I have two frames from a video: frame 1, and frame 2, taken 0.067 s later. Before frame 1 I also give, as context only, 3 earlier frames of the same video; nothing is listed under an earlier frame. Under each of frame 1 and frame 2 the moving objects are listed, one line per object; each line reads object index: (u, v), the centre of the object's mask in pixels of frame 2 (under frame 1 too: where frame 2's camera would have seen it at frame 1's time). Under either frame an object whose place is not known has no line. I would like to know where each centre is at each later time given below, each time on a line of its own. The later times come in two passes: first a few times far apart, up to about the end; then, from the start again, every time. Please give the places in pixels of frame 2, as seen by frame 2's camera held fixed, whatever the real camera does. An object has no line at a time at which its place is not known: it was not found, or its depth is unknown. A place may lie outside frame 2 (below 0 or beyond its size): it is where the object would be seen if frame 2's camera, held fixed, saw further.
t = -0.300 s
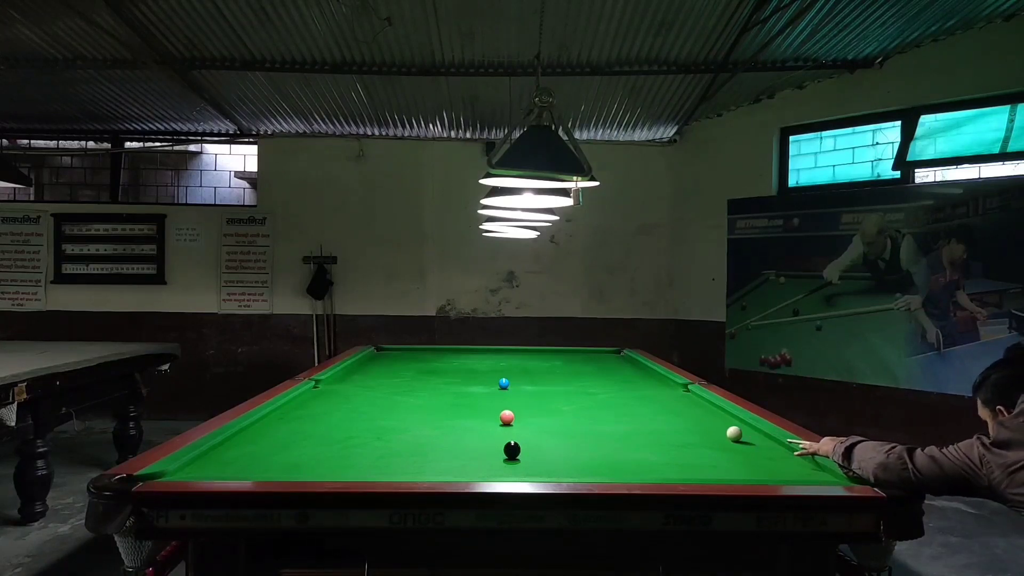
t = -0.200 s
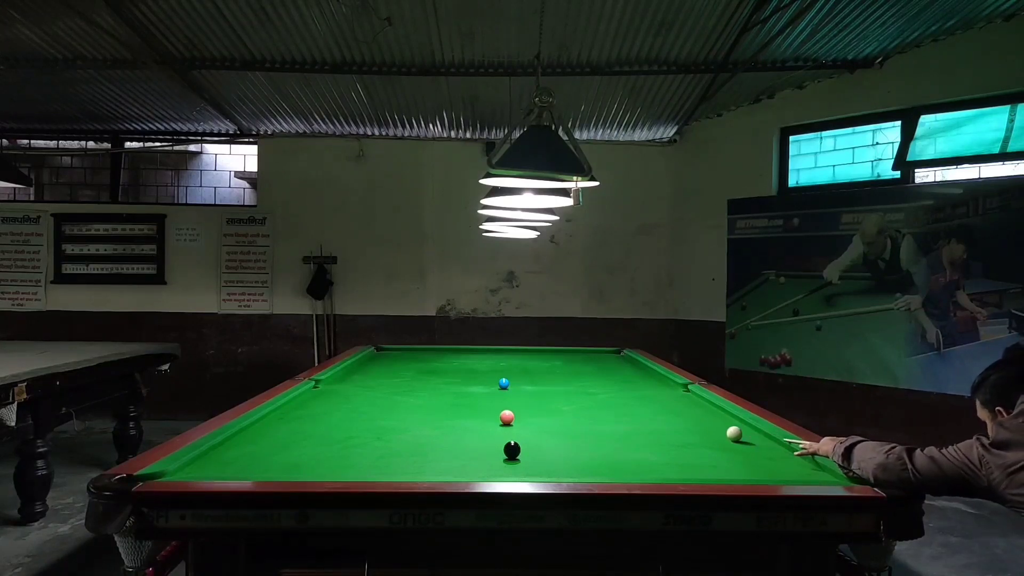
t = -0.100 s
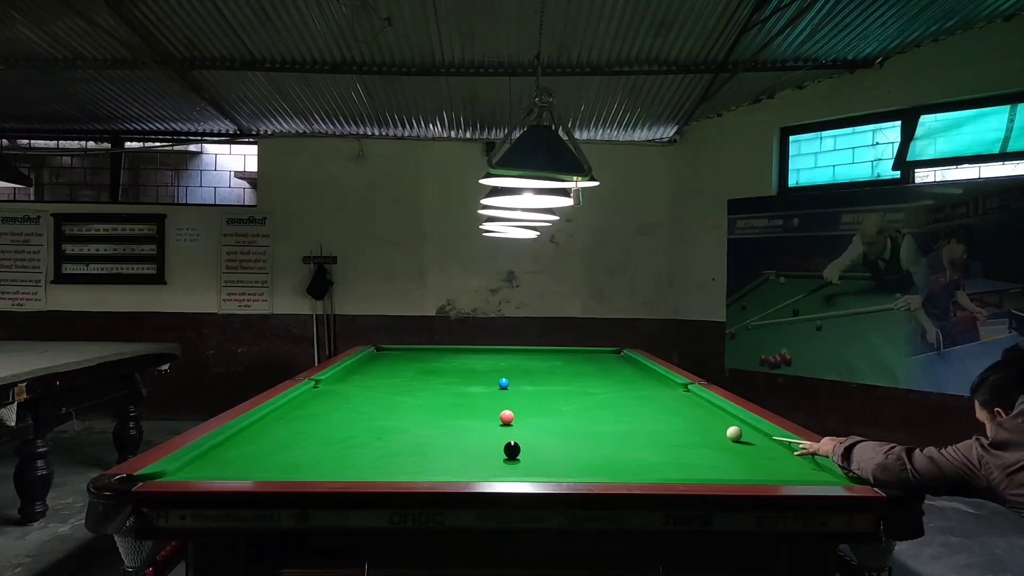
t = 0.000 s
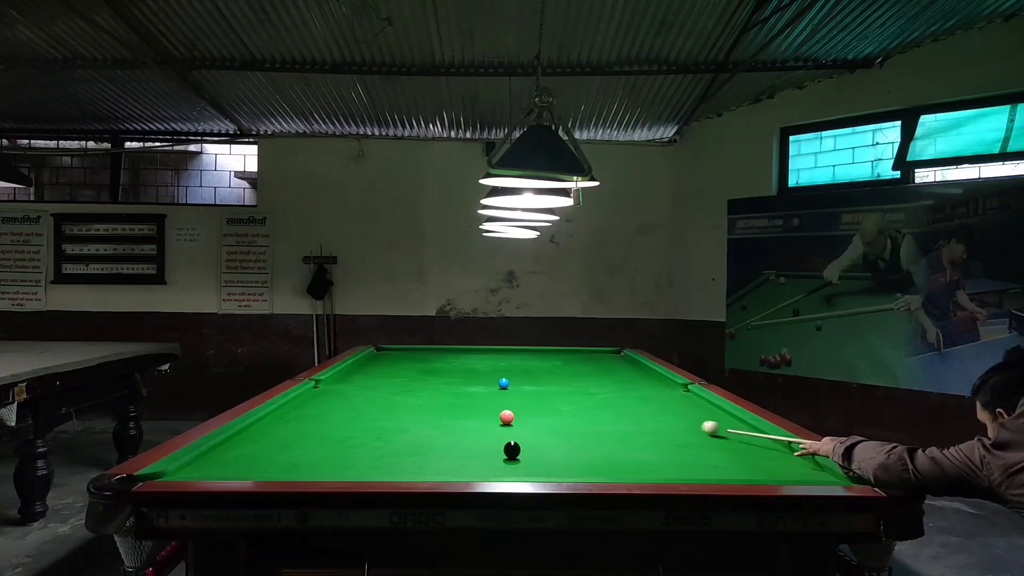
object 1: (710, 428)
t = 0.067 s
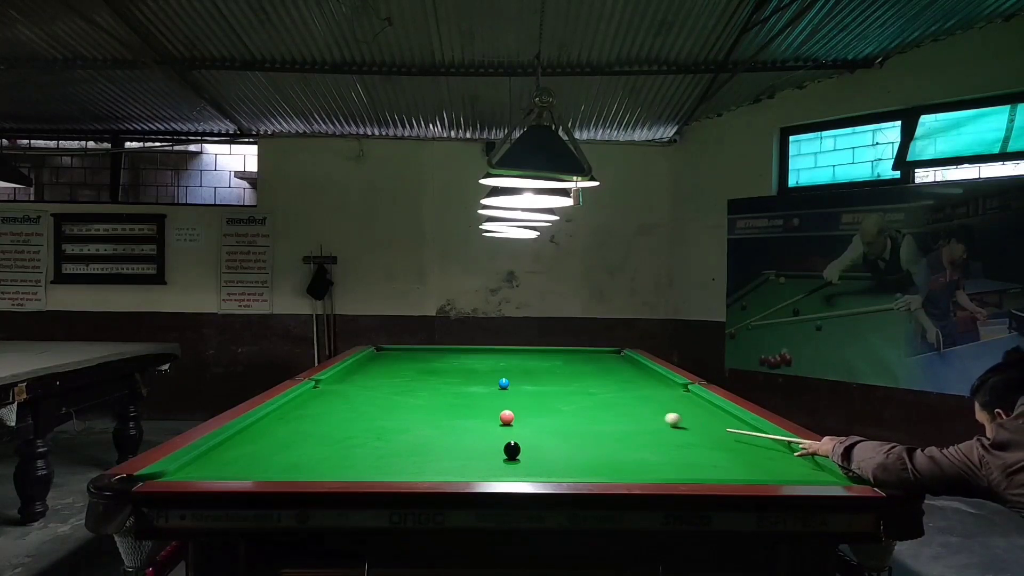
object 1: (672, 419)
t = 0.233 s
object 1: (600, 403)
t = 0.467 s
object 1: (526, 386)
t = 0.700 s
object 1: (504, 374)
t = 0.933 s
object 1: (490, 365)
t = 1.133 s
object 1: (480, 358)
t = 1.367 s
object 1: (470, 351)
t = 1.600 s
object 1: (463, 351)
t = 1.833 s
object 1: (457, 356)
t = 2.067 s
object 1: (452, 361)
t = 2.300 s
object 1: (445, 366)
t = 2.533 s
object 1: (438, 371)
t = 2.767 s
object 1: (430, 378)
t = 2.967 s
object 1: (423, 383)
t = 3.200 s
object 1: (414, 391)
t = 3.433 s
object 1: (403, 399)
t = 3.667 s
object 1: (392, 409)
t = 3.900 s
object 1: (379, 420)
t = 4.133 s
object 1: (365, 433)
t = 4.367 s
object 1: (348, 447)
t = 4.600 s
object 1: (328, 464)
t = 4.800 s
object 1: (314, 471)
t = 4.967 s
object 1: (320, 466)
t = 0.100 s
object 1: (656, 416)
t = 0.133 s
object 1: (640, 412)
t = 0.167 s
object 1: (626, 409)
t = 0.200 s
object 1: (613, 406)
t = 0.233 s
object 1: (600, 403)
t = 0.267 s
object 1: (588, 400)
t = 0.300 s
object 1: (577, 397)
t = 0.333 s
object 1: (565, 395)
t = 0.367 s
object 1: (555, 392)
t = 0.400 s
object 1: (545, 390)
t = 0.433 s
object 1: (535, 388)
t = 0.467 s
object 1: (526, 386)
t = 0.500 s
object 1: (516, 384)
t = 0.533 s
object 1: (514, 382)
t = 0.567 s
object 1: (512, 381)
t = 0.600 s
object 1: (511, 379)
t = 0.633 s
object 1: (509, 378)
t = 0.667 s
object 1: (506, 376)
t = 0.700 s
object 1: (504, 374)
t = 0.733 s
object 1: (502, 373)
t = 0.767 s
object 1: (500, 371)
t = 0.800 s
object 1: (498, 370)
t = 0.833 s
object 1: (496, 368)
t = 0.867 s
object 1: (494, 367)
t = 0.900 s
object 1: (492, 366)
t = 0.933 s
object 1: (490, 365)
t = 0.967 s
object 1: (488, 363)
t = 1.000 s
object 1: (487, 362)
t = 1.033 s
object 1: (485, 361)
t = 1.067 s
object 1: (483, 360)
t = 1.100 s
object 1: (482, 359)
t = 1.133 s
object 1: (480, 358)
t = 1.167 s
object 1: (478, 357)
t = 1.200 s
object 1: (477, 356)
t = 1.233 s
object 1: (476, 355)
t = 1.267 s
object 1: (474, 354)
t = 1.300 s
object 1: (473, 353)
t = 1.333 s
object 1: (471, 352)
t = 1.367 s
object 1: (470, 351)
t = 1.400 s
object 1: (469, 350)
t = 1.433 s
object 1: (468, 350)
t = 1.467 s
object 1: (466, 349)
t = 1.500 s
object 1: (466, 350)
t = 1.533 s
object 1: (465, 350)
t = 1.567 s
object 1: (464, 351)
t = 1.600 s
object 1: (463, 351)
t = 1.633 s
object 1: (463, 352)
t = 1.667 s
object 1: (462, 353)
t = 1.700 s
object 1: (461, 353)
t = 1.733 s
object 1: (460, 354)
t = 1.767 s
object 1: (459, 355)
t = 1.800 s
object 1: (458, 355)
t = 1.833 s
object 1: (457, 356)
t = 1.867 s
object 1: (457, 357)
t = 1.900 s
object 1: (456, 357)
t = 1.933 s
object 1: (455, 358)
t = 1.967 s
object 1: (454, 358)
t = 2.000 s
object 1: (453, 359)
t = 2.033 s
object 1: (452, 360)
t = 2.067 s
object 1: (452, 361)
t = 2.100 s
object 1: (451, 361)
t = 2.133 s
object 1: (450, 362)
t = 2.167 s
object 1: (449, 363)
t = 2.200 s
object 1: (448, 363)
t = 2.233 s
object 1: (447, 364)
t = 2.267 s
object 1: (446, 365)
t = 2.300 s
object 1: (445, 366)
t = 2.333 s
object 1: (444, 367)
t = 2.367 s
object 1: (443, 367)
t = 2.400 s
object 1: (442, 368)
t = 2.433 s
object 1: (441, 369)
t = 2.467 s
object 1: (440, 370)
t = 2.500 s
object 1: (439, 371)
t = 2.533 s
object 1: (438, 371)
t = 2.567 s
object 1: (437, 372)
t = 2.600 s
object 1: (436, 373)
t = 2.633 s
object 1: (434, 374)
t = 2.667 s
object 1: (433, 375)
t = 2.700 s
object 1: (432, 376)
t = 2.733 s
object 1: (431, 377)
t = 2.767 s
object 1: (430, 378)
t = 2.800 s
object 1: (429, 378)
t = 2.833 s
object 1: (428, 380)
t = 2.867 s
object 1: (427, 380)
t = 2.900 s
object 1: (425, 381)
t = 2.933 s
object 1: (424, 382)
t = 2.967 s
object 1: (423, 383)
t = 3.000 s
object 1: (422, 384)
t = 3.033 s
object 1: (420, 385)
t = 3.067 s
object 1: (419, 387)
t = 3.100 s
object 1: (418, 388)
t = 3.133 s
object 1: (416, 389)
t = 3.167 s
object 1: (415, 390)
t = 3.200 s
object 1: (414, 391)
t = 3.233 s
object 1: (412, 392)
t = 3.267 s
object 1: (411, 393)
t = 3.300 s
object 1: (410, 394)
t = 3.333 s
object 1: (408, 396)
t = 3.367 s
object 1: (407, 397)
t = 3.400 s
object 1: (405, 398)
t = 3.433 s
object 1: (403, 399)
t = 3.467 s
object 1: (402, 401)
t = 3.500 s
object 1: (400, 402)
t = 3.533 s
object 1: (399, 403)
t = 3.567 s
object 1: (397, 405)
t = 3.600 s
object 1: (395, 406)
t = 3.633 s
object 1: (394, 408)
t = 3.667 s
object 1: (392, 409)
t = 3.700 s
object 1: (390, 411)
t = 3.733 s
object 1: (388, 412)
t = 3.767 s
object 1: (387, 414)
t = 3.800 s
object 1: (385, 415)
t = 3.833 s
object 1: (383, 417)
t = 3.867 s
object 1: (381, 419)
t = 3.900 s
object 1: (379, 420)
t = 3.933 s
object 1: (377, 422)
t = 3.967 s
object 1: (375, 424)
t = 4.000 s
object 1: (373, 426)
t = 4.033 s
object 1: (371, 427)
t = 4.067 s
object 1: (369, 429)
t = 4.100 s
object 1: (367, 431)
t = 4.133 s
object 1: (365, 433)
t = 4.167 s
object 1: (362, 435)
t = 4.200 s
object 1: (360, 437)
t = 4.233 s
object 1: (358, 439)
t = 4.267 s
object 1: (355, 441)
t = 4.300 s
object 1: (353, 443)
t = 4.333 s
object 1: (350, 445)
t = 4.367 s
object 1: (348, 447)
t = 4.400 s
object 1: (345, 450)
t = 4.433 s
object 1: (342, 452)
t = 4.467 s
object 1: (340, 455)
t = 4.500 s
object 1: (337, 457)
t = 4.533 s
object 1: (334, 459)
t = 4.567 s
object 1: (331, 462)
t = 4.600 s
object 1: (328, 464)
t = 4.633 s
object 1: (325, 466)
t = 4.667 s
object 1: (322, 468)
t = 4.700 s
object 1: (319, 469)
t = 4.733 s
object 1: (316, 471)
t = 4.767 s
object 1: (313, 472)
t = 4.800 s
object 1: (314, 471)
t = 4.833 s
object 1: (315, 470)
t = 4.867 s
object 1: (317, 469)
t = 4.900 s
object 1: (318, 468)
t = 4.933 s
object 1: (319, 467)
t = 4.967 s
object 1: (320, 466)
